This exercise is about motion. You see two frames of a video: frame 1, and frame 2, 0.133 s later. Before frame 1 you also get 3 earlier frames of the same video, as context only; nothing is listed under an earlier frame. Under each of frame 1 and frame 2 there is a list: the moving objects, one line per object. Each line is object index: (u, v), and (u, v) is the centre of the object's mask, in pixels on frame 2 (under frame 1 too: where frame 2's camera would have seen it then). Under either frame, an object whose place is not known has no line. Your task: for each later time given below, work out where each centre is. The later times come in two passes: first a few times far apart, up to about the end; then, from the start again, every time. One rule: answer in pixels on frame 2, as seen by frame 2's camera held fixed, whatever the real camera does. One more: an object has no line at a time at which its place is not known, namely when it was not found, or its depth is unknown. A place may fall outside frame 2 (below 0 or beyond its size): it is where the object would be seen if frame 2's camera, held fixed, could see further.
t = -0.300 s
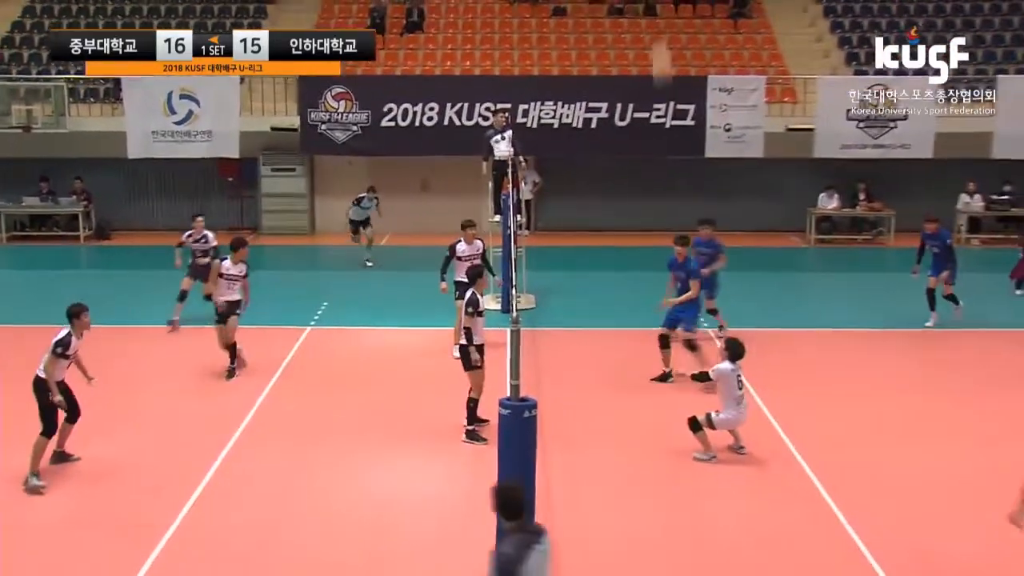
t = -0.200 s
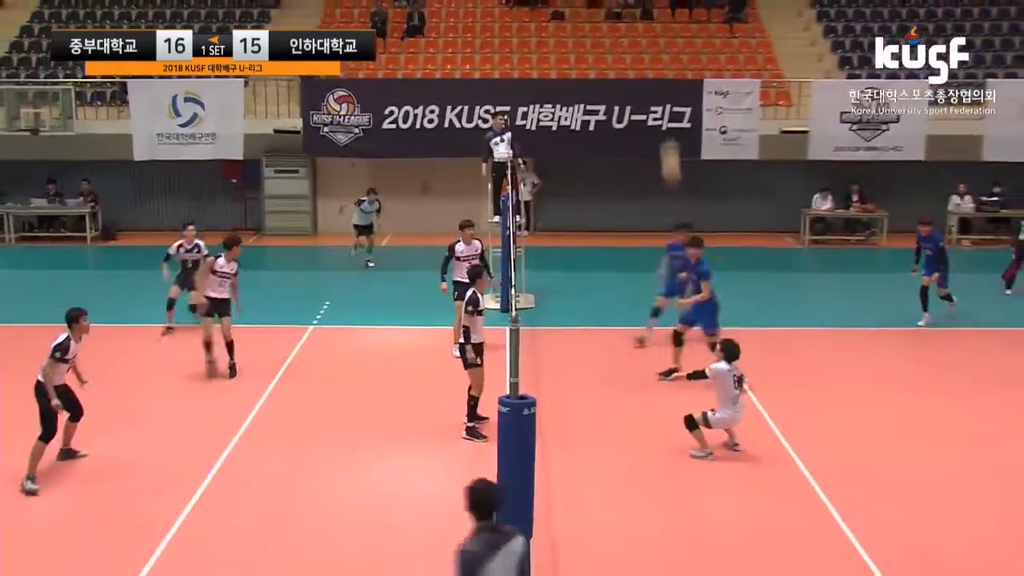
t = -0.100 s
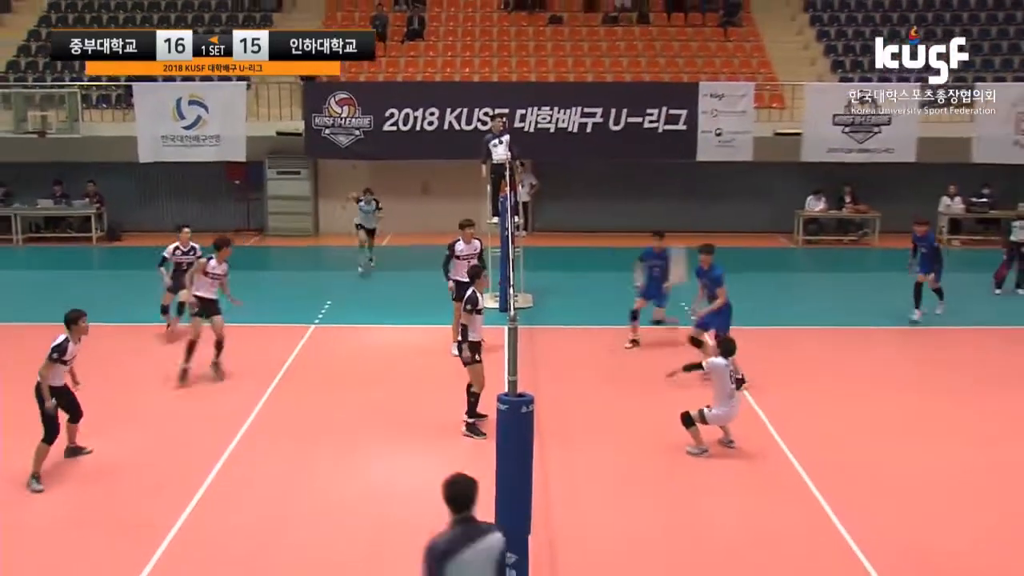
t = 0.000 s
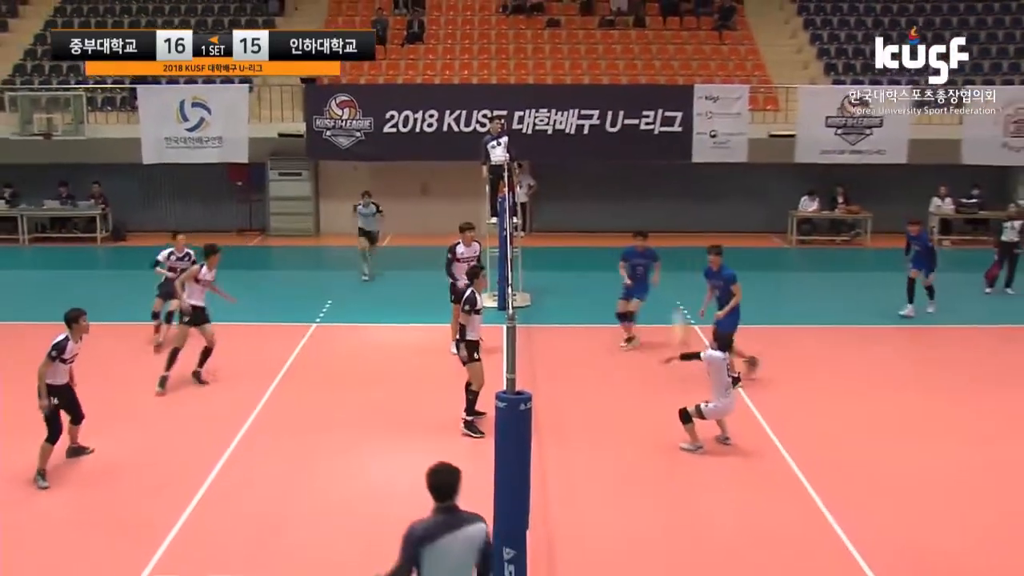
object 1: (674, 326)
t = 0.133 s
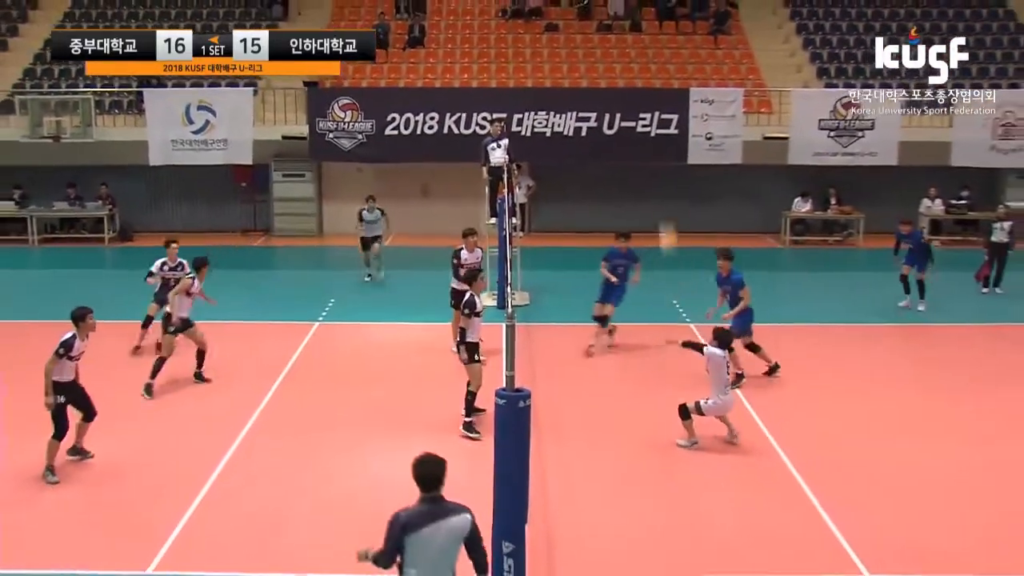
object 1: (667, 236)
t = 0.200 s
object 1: (664, 200)
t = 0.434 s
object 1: (649, 99)
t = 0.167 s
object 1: (666, 218)
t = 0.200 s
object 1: (664, 200)
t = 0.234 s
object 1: (661, 183)
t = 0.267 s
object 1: (660, 167)
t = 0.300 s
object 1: (657, 151)
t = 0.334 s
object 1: (655, 137)
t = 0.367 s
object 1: (653, 123)
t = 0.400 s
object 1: (651, 110)
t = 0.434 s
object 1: (649, 99)
